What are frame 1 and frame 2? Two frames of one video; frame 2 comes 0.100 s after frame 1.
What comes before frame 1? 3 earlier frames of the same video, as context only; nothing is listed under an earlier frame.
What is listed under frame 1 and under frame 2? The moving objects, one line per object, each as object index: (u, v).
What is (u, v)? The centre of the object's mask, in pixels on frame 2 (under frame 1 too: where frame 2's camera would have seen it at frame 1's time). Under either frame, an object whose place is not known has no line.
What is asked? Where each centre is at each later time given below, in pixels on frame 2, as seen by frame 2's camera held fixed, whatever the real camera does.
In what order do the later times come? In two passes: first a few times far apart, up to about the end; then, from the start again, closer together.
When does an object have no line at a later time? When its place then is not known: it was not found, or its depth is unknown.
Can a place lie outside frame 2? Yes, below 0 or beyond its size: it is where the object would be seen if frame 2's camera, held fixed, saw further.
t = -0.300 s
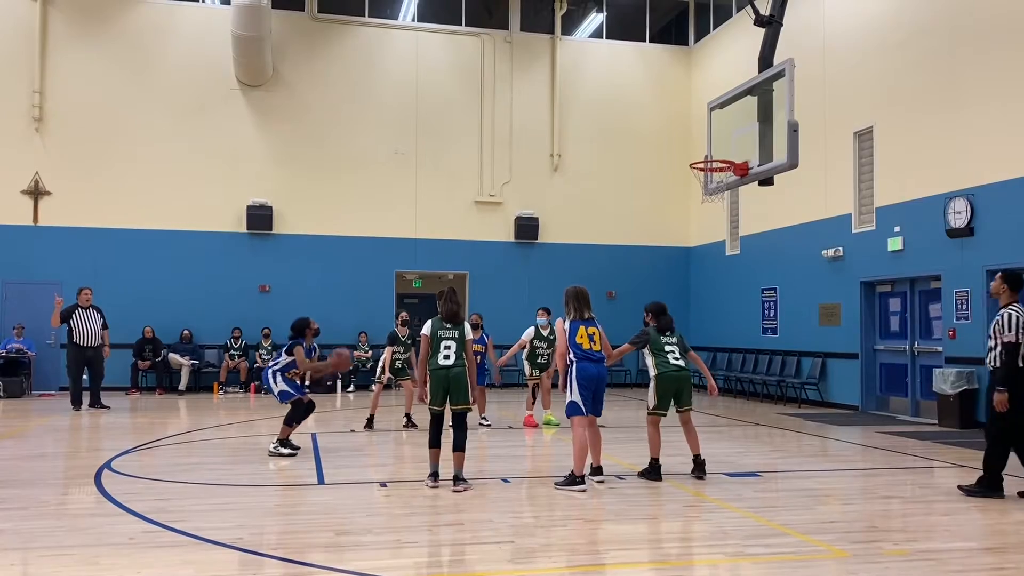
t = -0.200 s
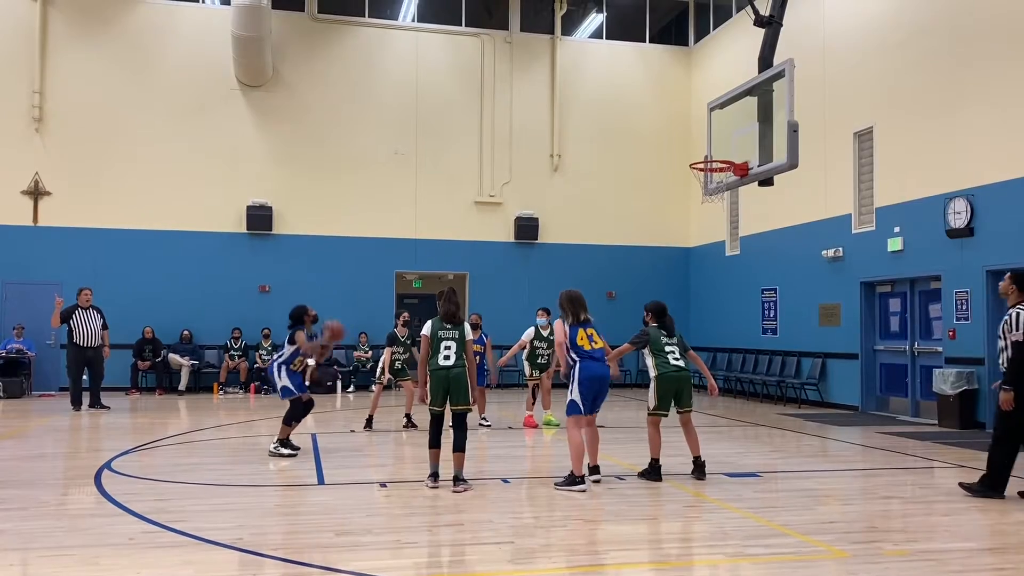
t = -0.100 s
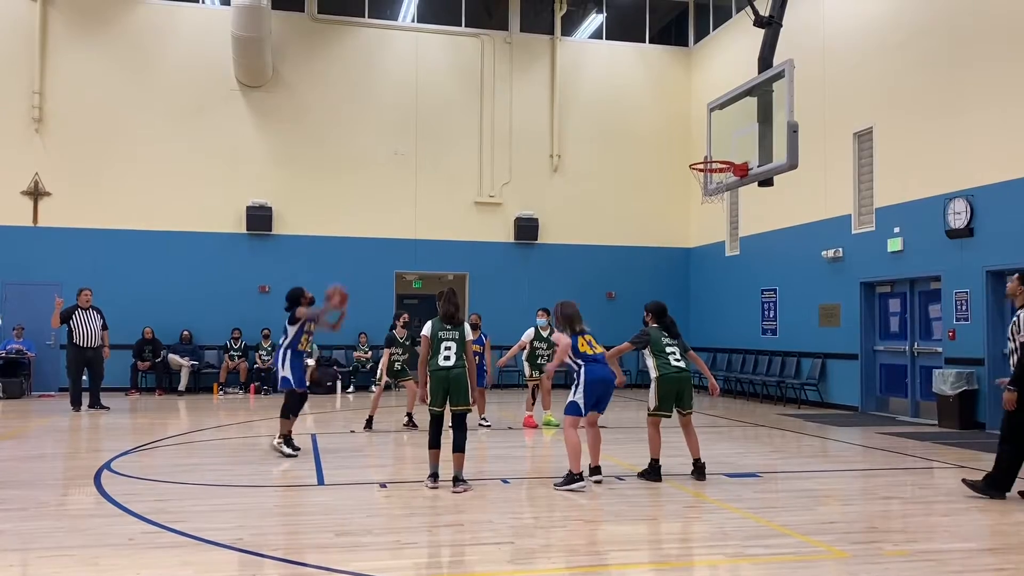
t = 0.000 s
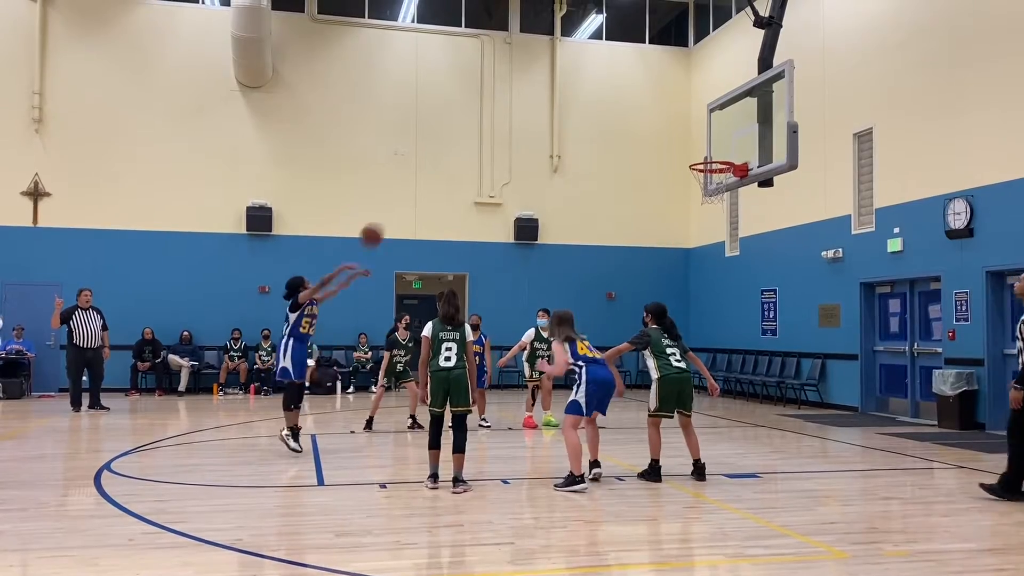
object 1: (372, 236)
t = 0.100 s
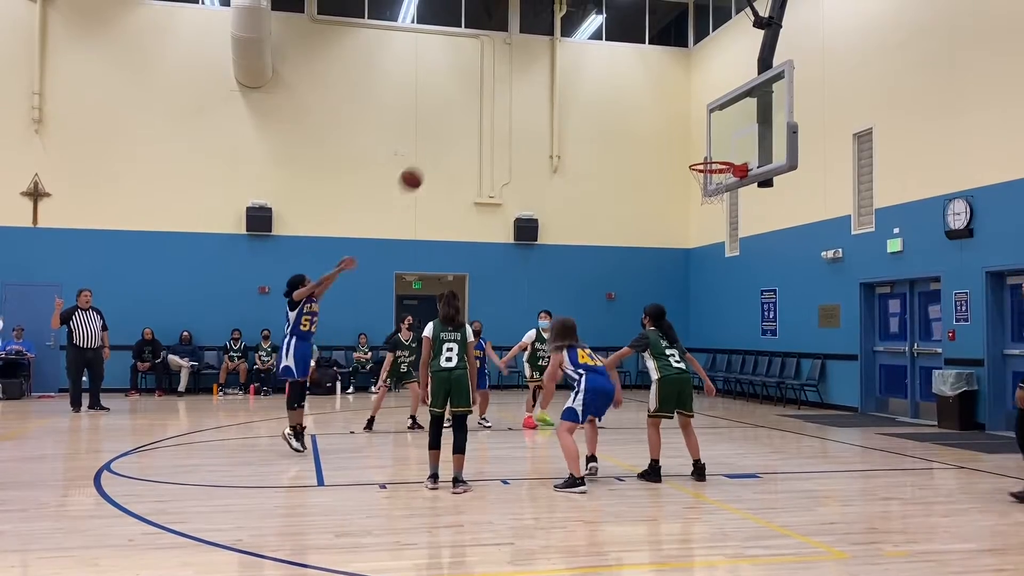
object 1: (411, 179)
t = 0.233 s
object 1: (463, 120)
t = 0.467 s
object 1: (547, 61)
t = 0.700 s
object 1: (626, 53)
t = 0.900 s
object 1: (691, 85)
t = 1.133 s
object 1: (728, 152)
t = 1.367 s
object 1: (664, 126)
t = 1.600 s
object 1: (601, 150)
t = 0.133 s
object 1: (424, 163)
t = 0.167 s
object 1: (437, 147)
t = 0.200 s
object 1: (450, 133)
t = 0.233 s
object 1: (463, 120)
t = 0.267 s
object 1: (475, 109)
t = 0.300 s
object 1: (487, 98)
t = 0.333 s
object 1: (500, 88)
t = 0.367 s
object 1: (512, 80)
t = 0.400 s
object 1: (523, 73)
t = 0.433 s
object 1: (535, 66)
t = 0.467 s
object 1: (547, 61)
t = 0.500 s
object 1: (558, 57)
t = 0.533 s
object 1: (570, 54)
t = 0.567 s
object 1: (581, 52)
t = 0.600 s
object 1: (592, 51)
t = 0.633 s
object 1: (604, 51)
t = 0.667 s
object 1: (615, 52)
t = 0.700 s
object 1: (626, 53)
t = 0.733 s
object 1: (637, 56)
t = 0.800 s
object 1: (659, 65)
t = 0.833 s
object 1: (670, 71)
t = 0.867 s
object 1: (681, 78)
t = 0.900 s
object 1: (691, 85)
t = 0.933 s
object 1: (702, 94)
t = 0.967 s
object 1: (713, 104)
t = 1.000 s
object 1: (724, 116)
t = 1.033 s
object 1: (734, 126)
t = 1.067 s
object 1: (743, 138)
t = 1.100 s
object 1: (736, 145)
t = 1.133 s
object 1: (728, 152)
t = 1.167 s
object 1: (718, 146)
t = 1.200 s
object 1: (709, 140)
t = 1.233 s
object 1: (700, 136)
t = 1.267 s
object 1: (691, 132)
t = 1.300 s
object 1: (682, 129)
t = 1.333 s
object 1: (673, 127)
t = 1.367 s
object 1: (664, 126)
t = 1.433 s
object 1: (646, 128)
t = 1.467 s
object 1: (637, 130)
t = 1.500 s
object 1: (628, 134)
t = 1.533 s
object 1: (619, 138)
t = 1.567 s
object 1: (610, 143)
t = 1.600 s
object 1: (601, 150)
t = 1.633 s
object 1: (592, 157)
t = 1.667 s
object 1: (583, 165)
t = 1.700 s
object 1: (574, 175)
